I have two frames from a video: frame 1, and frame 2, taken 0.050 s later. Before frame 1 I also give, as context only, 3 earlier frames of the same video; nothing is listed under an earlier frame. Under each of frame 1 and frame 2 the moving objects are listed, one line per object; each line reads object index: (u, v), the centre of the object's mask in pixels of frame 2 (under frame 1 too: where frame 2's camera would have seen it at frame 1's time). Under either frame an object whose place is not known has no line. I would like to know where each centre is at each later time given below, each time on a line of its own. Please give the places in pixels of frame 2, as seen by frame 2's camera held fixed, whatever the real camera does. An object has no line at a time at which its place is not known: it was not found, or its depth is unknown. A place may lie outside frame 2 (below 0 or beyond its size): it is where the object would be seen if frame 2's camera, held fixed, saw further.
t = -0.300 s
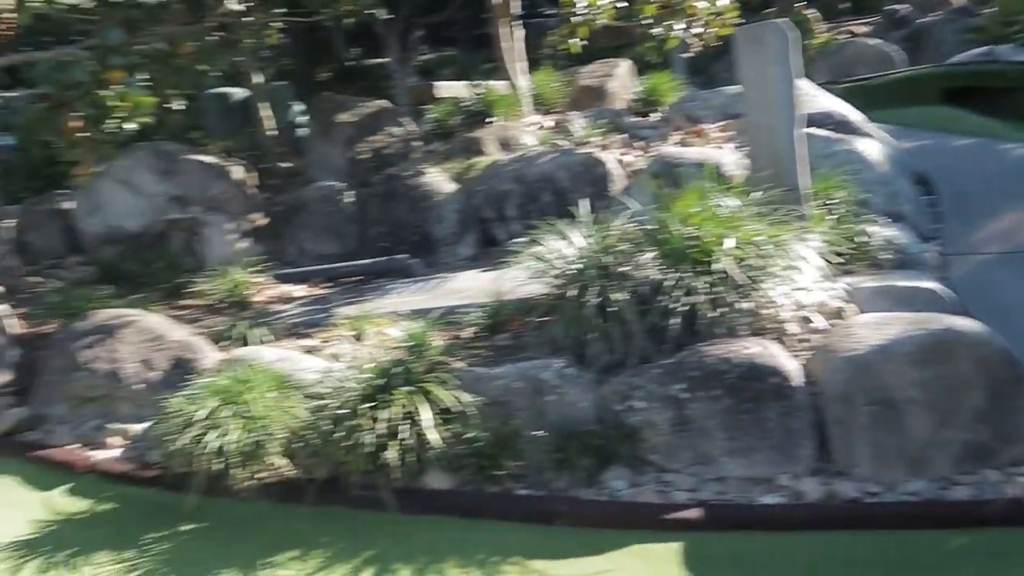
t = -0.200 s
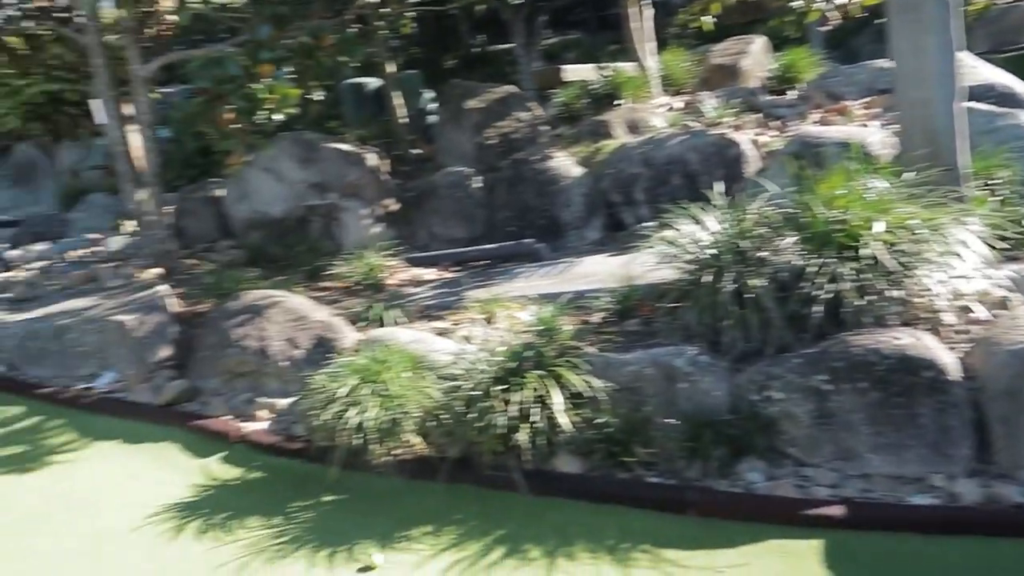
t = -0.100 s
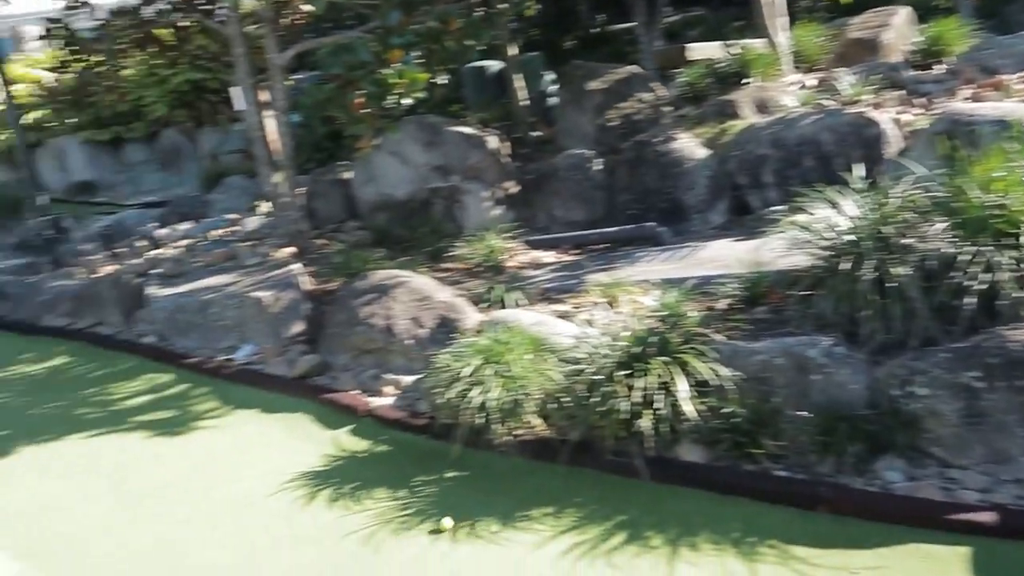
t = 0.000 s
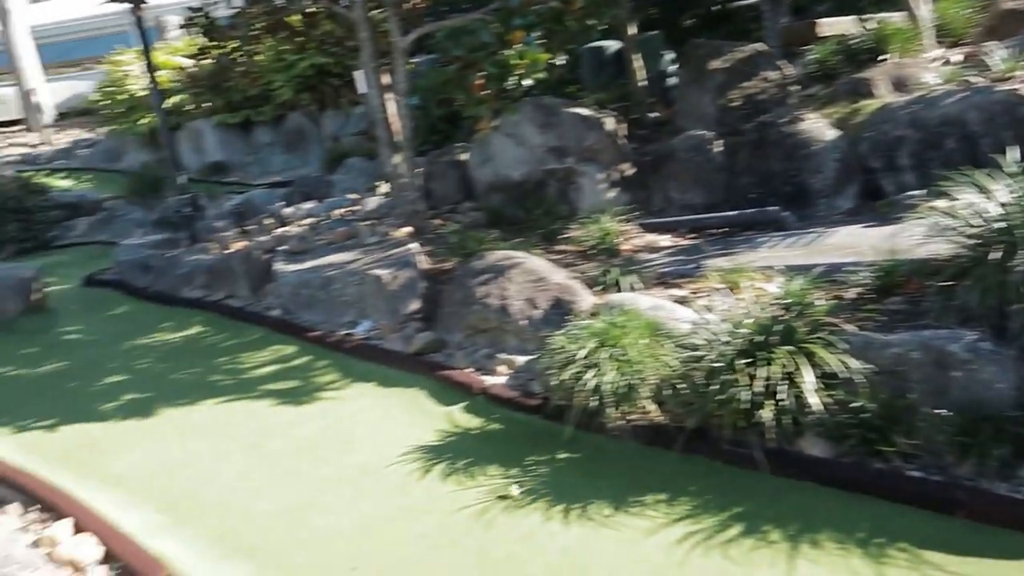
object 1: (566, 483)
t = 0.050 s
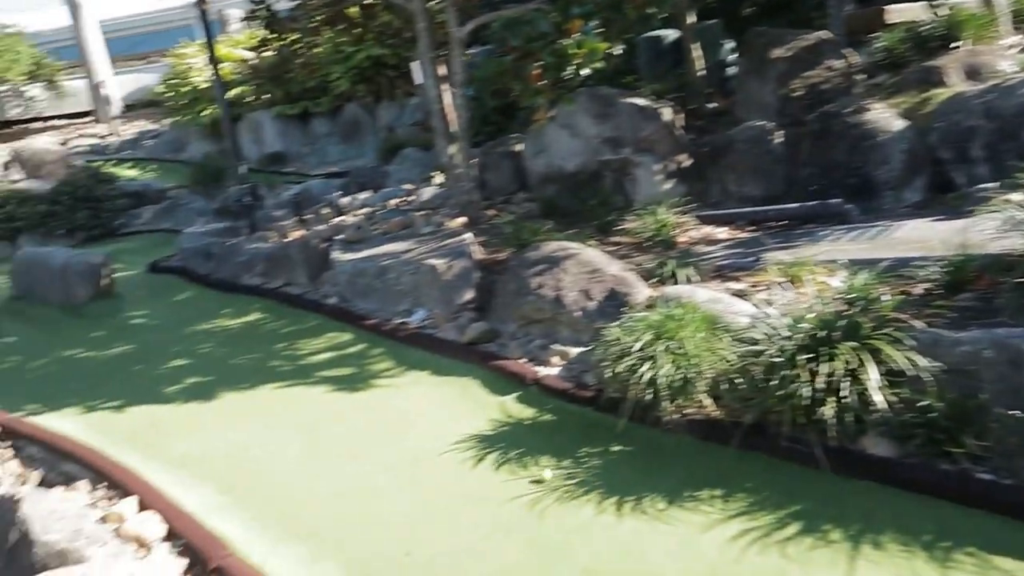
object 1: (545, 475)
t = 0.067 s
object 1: (538, 473)
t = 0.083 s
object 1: (532, 471)
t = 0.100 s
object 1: (526, 469)
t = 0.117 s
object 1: (519, 466)
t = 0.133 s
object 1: (514, 464)
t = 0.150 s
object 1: (508, 463)
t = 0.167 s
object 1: (503, 460)
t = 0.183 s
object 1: (497, 458)
